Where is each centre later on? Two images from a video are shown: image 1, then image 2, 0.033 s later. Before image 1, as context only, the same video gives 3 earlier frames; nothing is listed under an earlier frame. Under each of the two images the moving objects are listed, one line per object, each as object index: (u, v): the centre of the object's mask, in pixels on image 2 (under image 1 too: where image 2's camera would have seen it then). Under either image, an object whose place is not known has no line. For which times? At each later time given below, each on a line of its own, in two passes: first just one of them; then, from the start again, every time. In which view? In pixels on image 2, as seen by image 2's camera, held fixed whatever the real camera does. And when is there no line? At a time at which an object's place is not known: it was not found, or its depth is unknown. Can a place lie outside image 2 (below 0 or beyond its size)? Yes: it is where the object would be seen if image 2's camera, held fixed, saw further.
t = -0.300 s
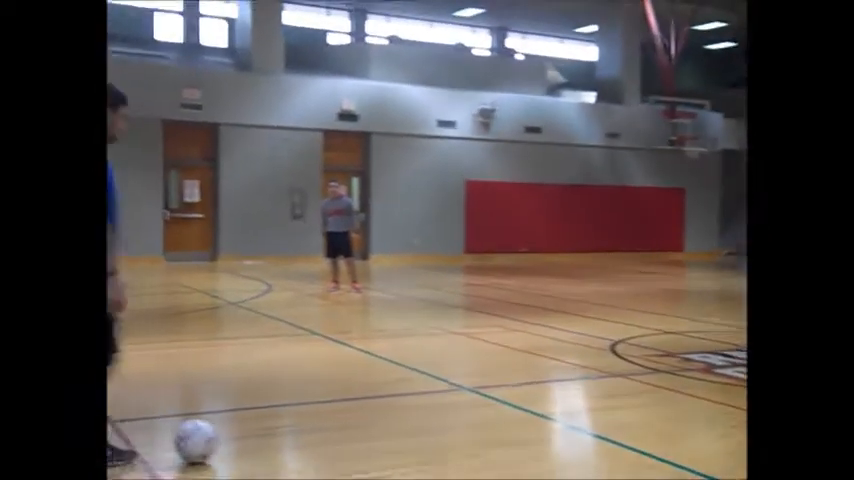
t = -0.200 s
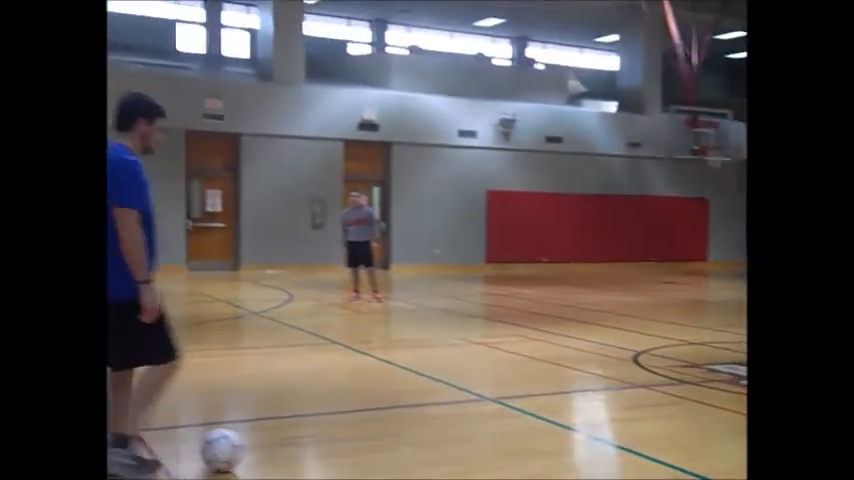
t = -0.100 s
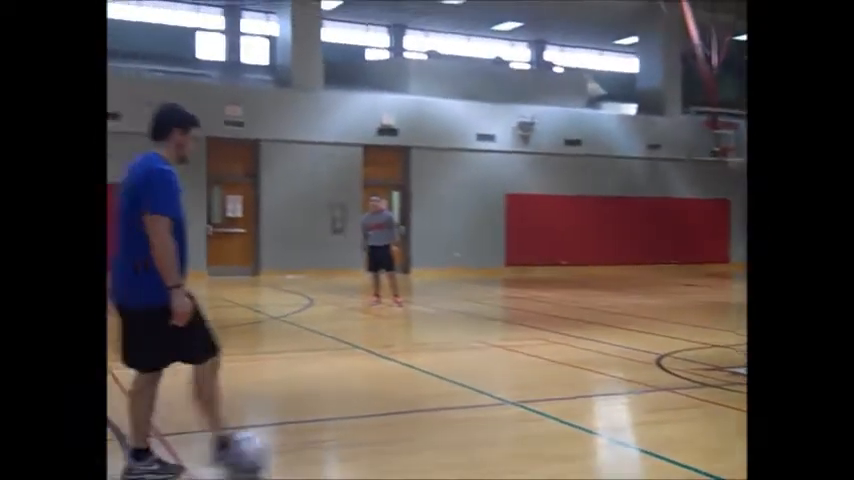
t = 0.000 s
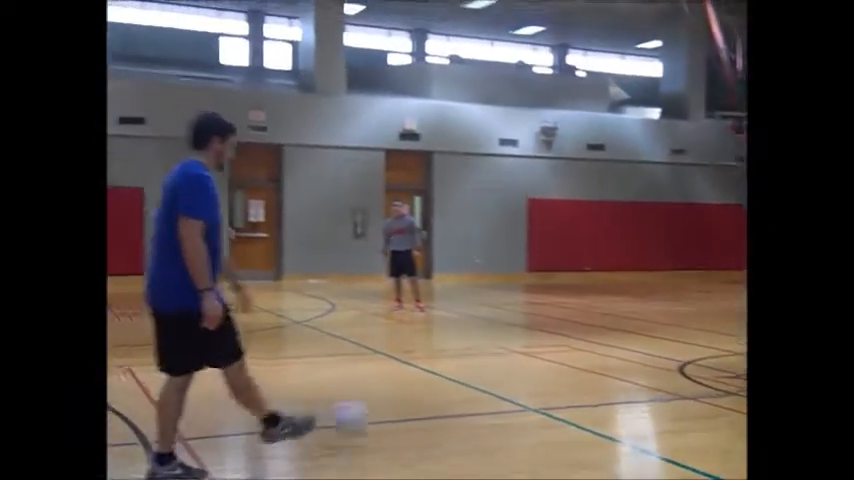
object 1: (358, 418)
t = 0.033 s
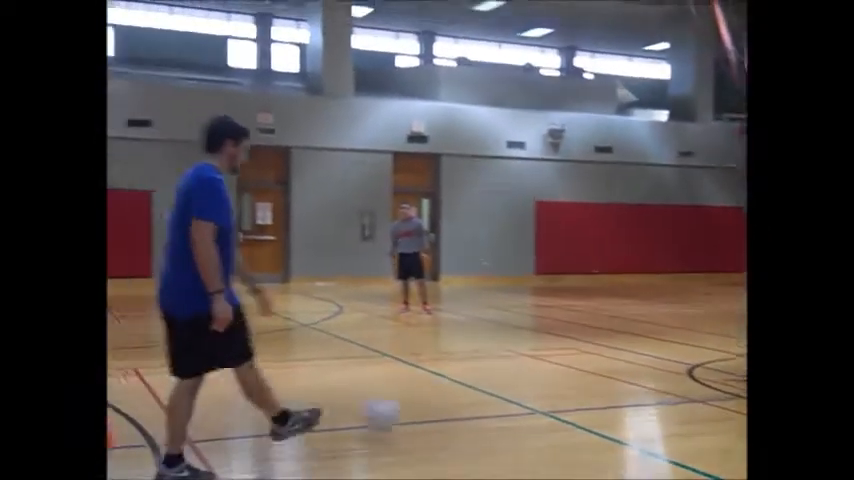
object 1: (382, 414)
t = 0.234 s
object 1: (470, 385)
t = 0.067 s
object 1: (402, 410)
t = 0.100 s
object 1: (420, 408)
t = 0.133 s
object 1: (434, 402)
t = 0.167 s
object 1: (448, 394)
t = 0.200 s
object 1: (460, 388)
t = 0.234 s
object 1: (470, 385)
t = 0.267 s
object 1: (482, 383)
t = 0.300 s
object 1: (491, 380)
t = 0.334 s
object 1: (499, 374)
